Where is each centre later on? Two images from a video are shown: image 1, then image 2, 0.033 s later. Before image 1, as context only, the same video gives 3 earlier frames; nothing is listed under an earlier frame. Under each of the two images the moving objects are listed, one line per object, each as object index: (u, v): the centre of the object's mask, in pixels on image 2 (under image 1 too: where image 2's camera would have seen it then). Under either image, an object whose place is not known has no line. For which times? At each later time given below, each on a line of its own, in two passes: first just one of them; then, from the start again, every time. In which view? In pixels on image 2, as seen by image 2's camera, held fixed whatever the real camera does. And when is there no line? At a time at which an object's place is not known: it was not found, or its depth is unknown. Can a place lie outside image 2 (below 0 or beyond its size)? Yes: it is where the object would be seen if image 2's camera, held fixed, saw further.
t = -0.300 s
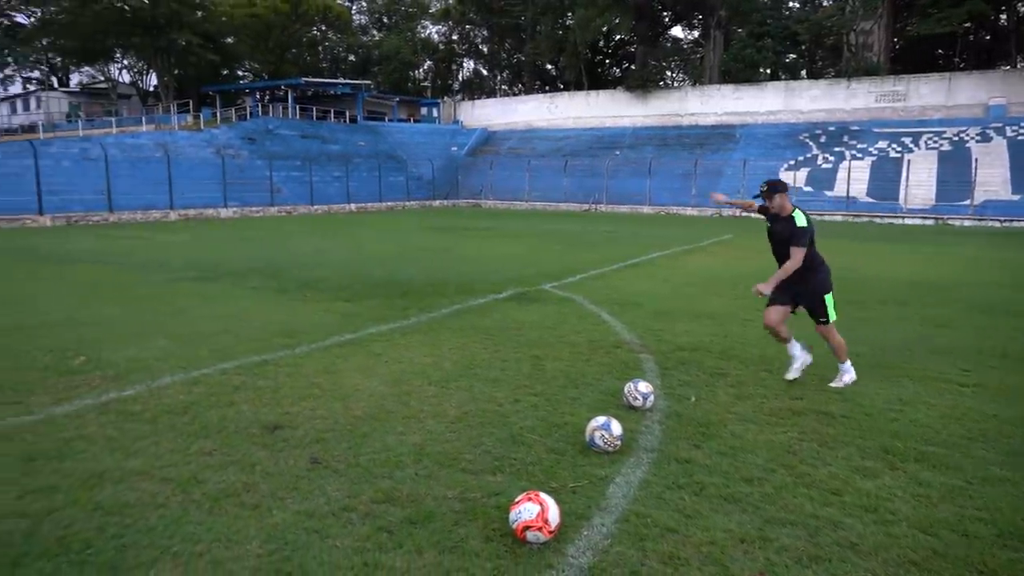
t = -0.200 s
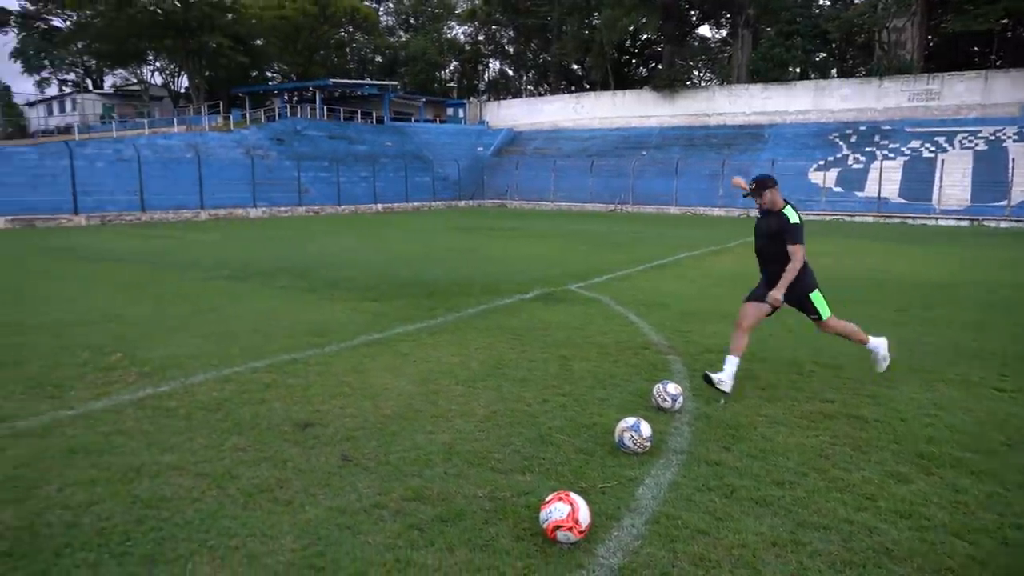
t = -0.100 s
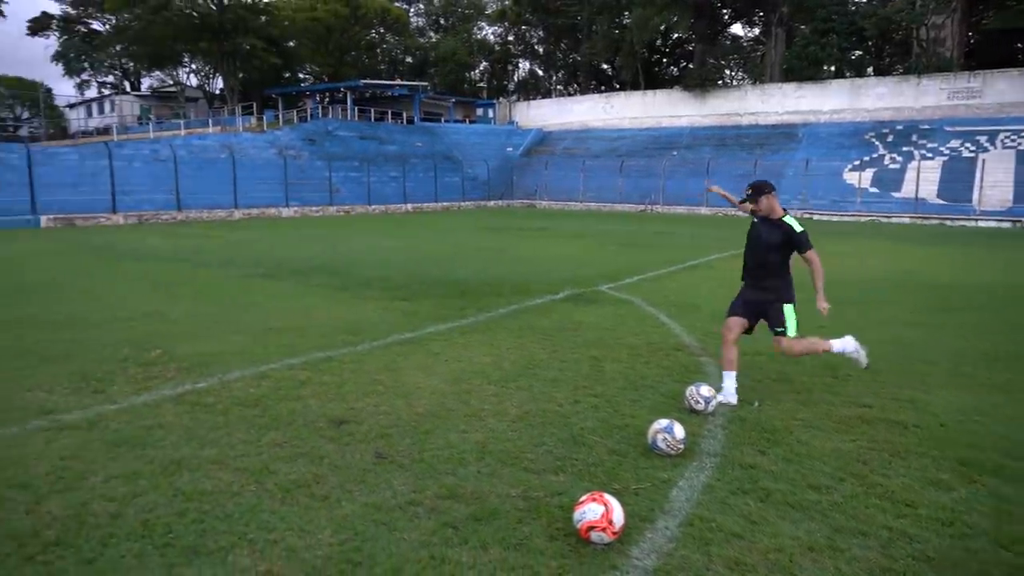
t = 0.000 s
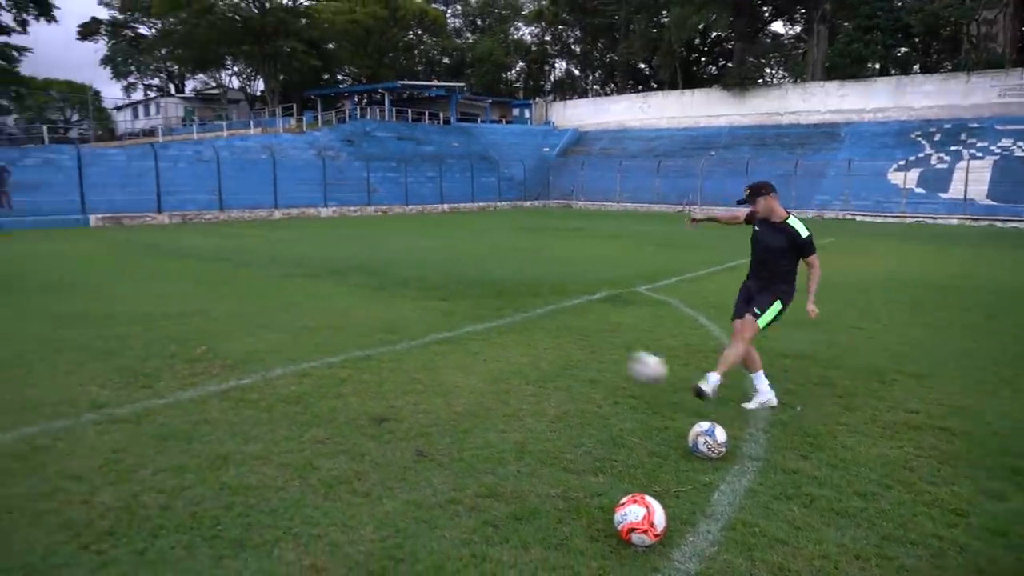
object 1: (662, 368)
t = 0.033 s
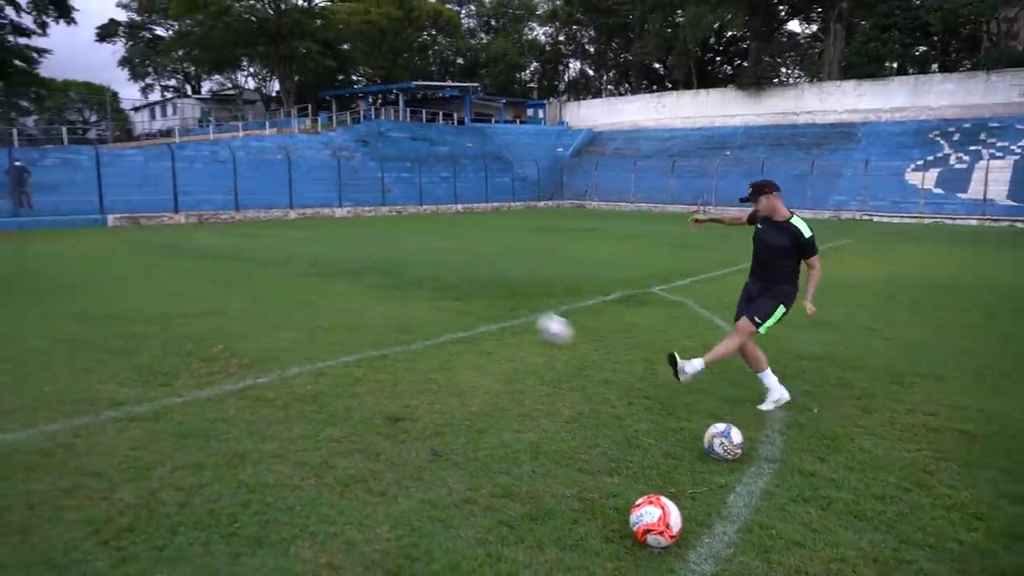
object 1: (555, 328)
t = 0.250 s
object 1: (17, 151)
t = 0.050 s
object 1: (503, 310)
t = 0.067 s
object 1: (452, 292)
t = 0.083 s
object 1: (405, 275)
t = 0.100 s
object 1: (359, 260)
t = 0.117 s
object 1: (314, 244)
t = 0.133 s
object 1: (270, 229)
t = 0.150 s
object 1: (230, 215)
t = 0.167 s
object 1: (192, 204)
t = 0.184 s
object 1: (154, 192)
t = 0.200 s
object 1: (117, 180)
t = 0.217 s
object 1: (81, 168)
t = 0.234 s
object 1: (49, 158)
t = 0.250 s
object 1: (17, 151)
